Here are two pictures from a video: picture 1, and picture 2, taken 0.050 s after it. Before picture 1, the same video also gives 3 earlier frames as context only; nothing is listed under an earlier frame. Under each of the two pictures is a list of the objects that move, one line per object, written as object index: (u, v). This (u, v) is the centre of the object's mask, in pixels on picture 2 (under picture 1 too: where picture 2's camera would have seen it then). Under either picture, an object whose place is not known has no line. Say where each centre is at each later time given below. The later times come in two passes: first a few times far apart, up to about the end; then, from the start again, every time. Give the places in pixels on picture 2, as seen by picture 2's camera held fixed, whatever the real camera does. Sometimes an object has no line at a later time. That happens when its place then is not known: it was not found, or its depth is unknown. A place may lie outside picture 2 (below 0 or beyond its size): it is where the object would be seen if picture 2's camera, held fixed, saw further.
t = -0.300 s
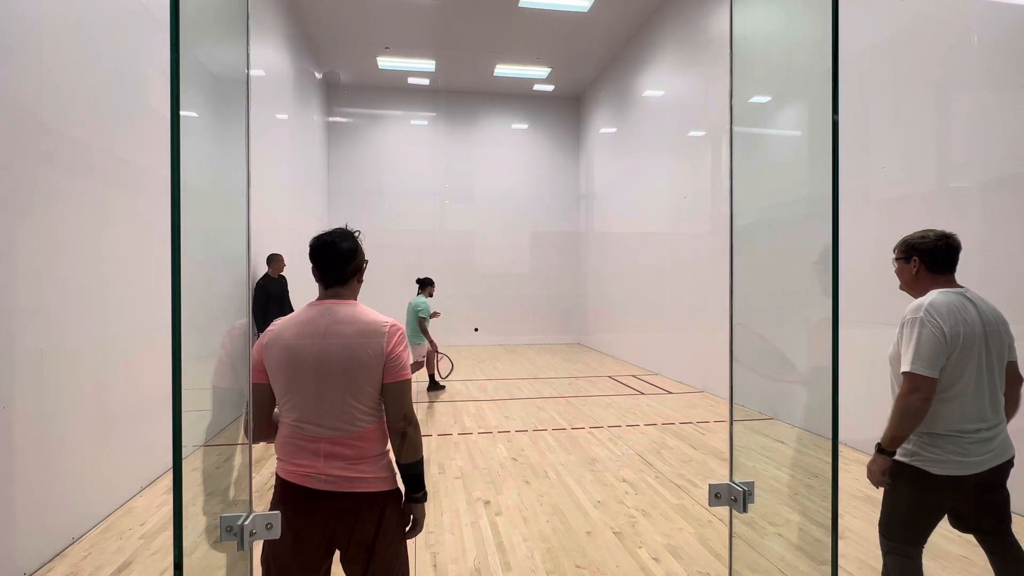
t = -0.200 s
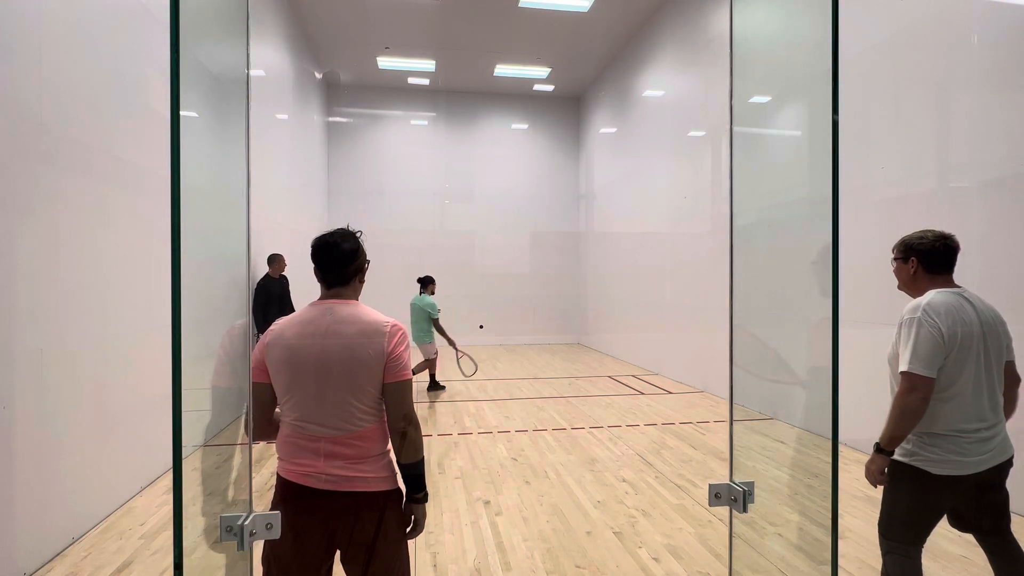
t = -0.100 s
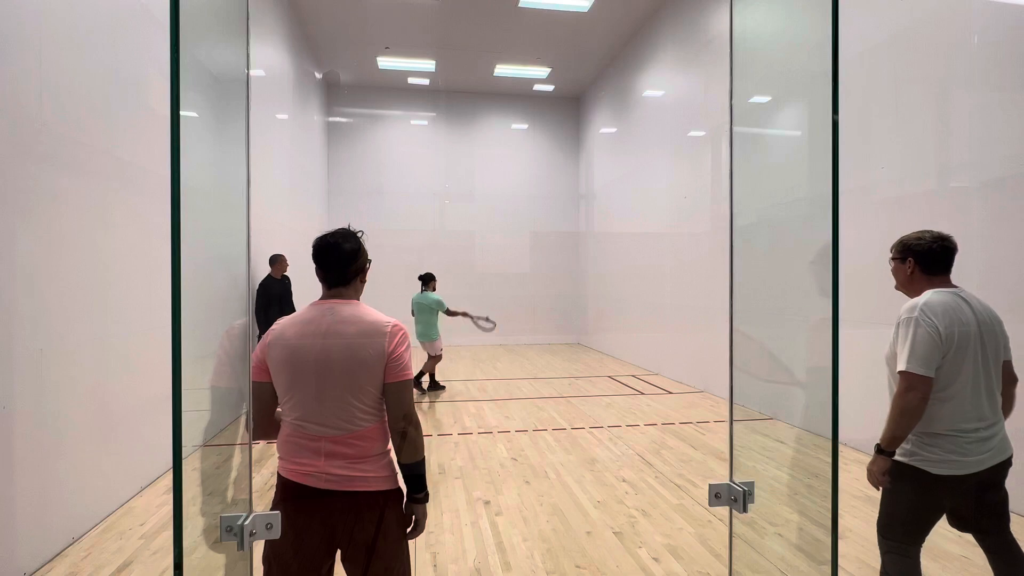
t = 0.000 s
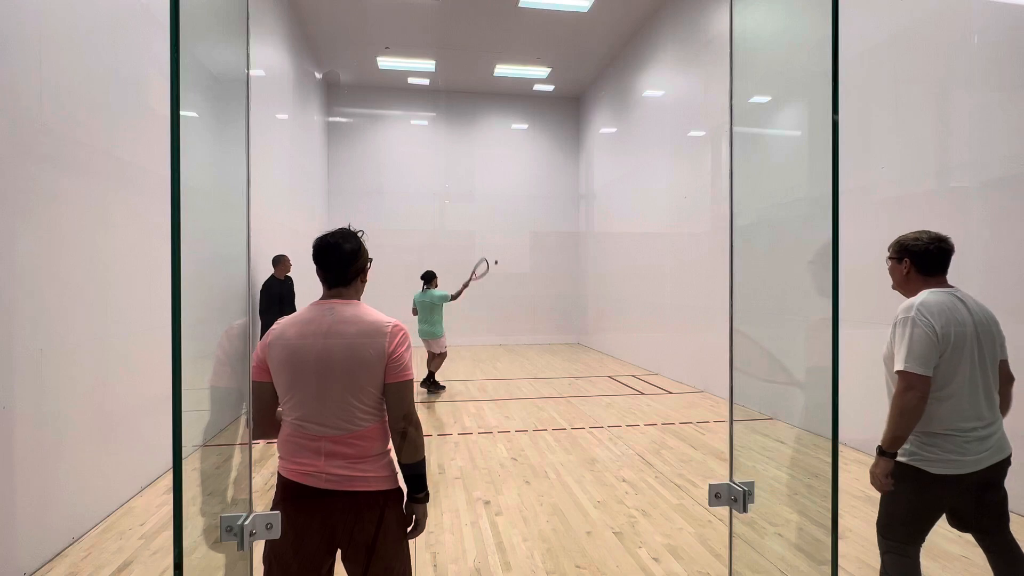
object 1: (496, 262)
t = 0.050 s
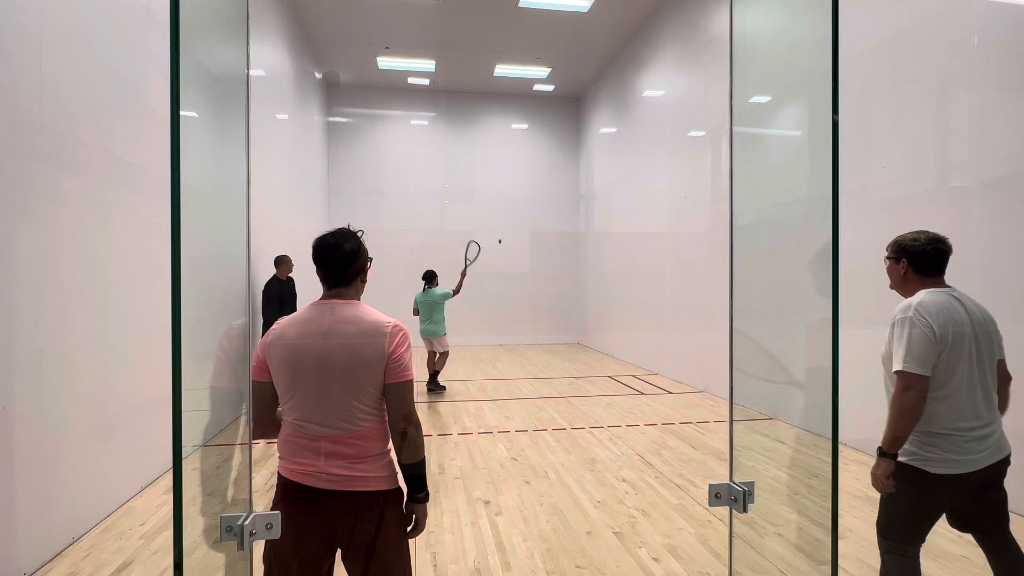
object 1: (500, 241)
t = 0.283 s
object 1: (512, 185)
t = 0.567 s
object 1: (547, 141)
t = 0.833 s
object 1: (604, 110)
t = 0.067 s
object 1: (501, 235)
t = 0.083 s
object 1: (502, 230)
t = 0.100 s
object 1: (503, 224)
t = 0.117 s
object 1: (504, 219)
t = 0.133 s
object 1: (505, 215)
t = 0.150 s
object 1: (506, 210)
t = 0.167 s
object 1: (507, 206)
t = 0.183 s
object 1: (508, 203)
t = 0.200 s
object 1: (508, 199)
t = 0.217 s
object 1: (509, 196)
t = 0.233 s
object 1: (510, 193)
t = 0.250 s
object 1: (511, 190)
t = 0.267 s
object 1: (512, 187)
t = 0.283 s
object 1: (512, 185)
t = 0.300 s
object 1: (513, 183)
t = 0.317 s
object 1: (513, 181)
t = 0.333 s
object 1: (514, 179)
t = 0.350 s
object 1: (515, 178)
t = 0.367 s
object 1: (516, 177)
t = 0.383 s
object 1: (518, 173)
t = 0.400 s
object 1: (520, 170)
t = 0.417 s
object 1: (523, 166)
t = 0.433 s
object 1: (525, 163)
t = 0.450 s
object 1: (528, 160)
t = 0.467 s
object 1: (531, 157)
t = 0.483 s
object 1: (533, 155)
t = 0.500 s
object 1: (536, 152)
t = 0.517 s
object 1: (539, 149)
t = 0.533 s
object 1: (542, 146)
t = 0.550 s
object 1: (544, 143)
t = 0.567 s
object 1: (547, 141)
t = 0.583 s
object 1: (550, 138)
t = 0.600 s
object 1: (553, 136)
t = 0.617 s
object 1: (556, 133)
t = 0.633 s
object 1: (559, 131)
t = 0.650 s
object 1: (563, 129)
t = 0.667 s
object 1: (566, 126)
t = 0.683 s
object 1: (570, 124)
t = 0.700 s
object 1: (573, 122)
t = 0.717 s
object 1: (577, 121)
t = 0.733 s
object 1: (580, 119)
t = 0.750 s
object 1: (584, 117)
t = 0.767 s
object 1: (588, 116)
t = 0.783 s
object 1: (591, 114)
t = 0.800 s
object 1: (595, 113)
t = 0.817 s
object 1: (599, 111)
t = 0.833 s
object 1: (604, 110)
